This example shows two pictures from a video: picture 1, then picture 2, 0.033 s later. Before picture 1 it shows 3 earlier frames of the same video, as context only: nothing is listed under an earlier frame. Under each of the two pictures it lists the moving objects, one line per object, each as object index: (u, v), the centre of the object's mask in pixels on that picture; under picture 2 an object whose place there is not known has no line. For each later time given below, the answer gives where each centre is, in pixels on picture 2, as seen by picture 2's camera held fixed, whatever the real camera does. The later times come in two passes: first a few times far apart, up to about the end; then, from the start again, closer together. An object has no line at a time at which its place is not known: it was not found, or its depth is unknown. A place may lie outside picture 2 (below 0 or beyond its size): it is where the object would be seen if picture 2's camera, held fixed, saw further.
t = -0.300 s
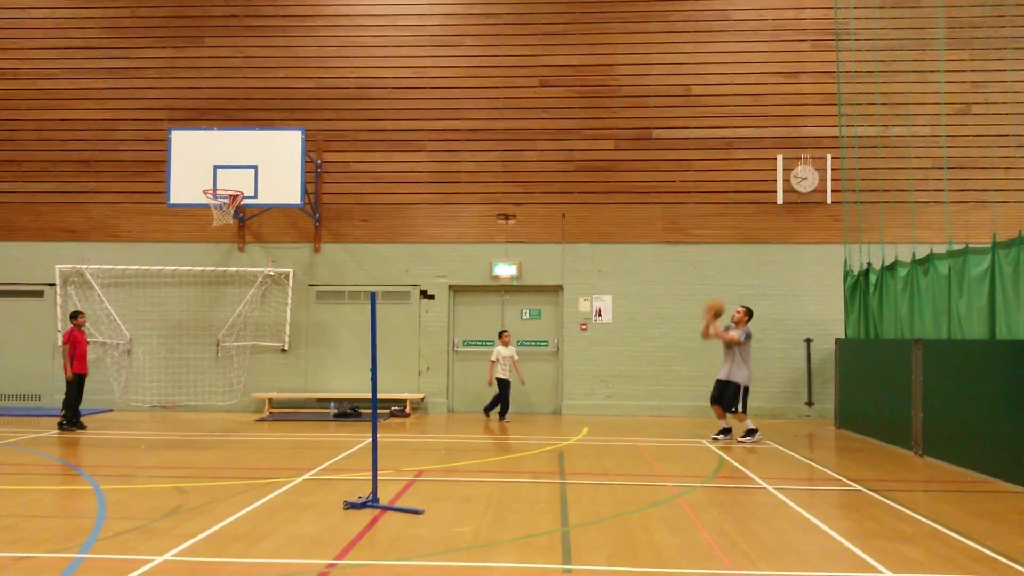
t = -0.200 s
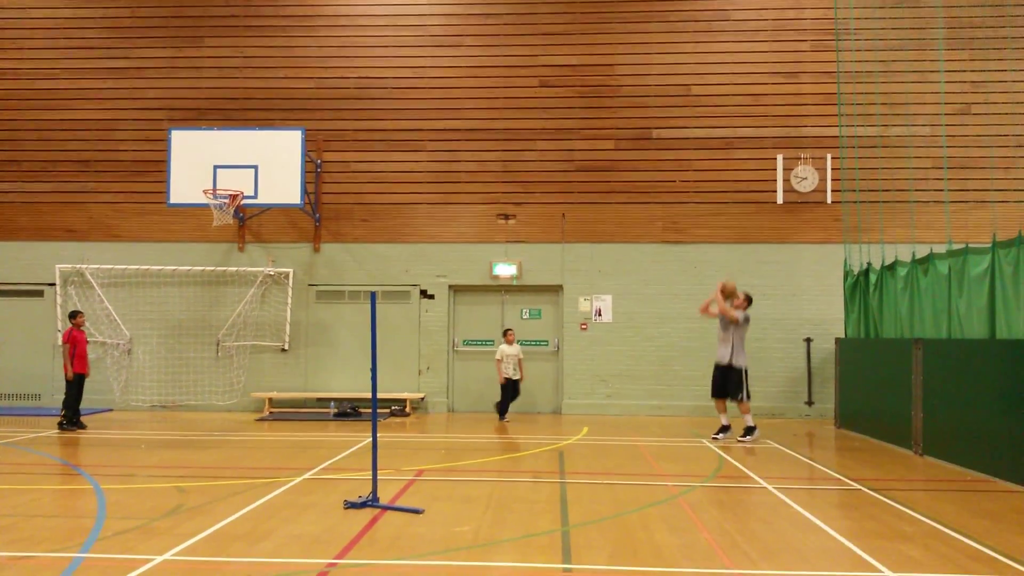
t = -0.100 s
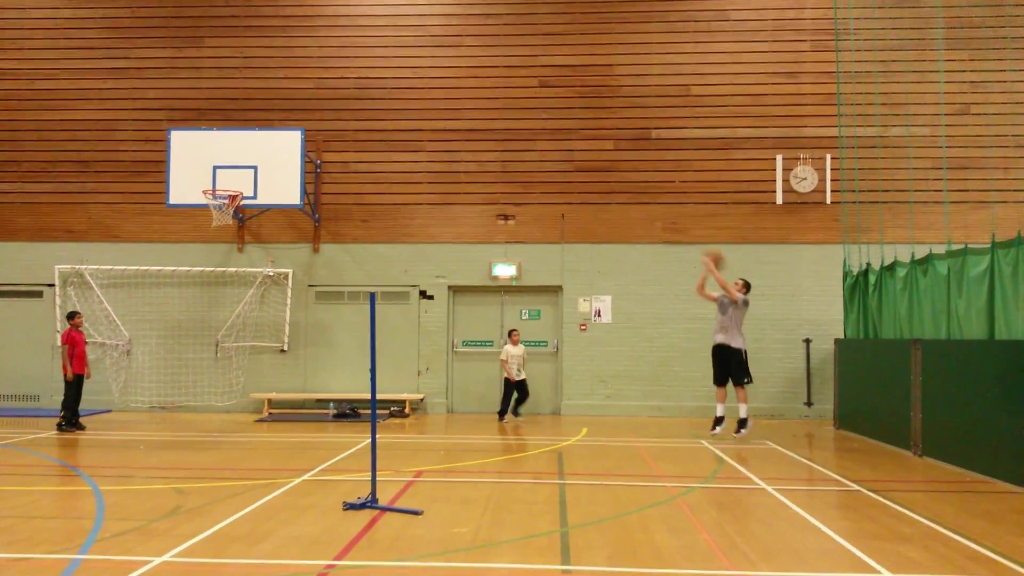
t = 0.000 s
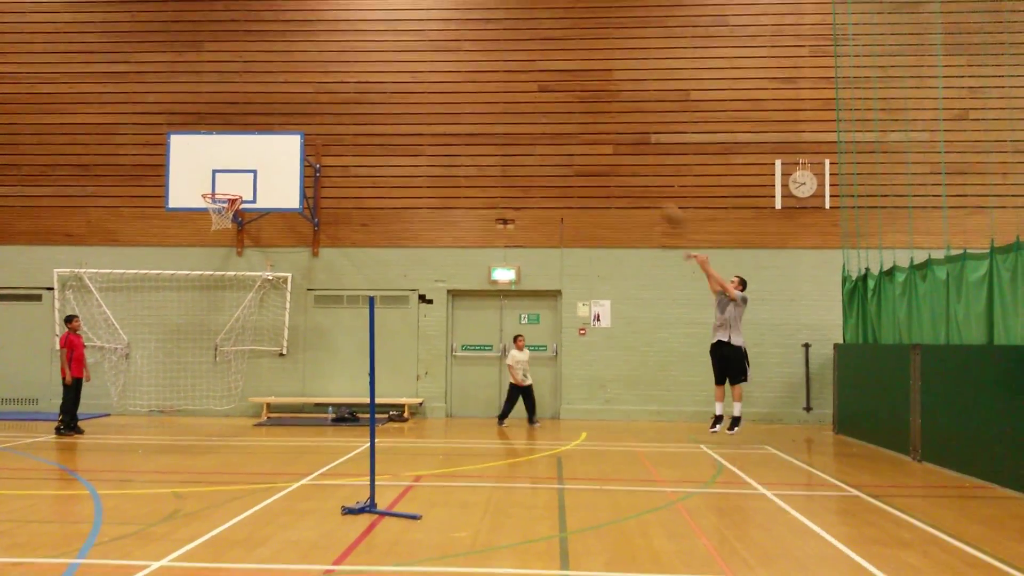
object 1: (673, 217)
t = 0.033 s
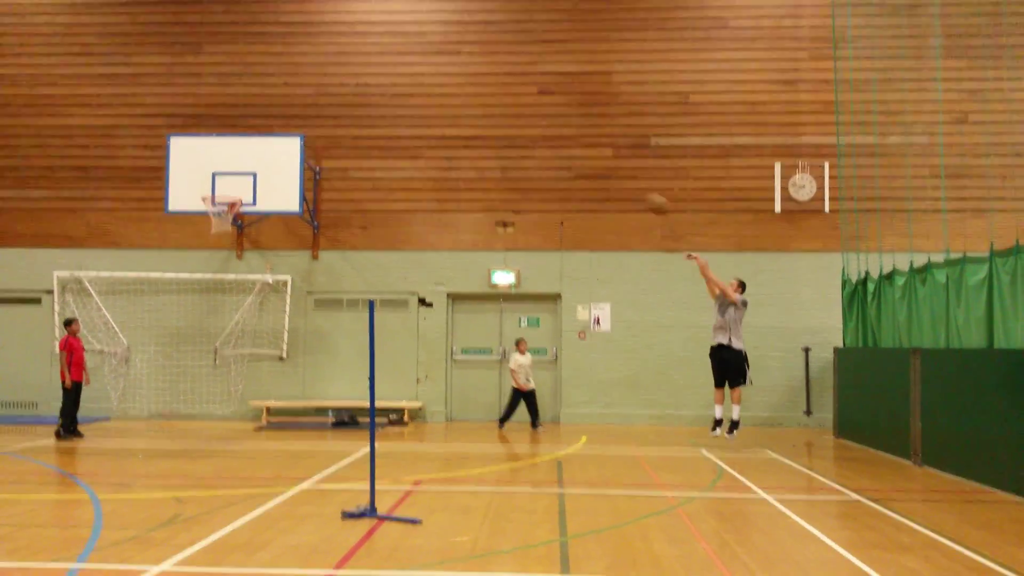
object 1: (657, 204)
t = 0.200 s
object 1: (584, 147)
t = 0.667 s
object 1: (385, 99)
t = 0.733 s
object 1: (358, 106)
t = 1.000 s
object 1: (247, 164)
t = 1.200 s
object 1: (230, 212)
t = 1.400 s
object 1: (223, 242)
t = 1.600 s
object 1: (215, 305)
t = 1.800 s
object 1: (205, 407)
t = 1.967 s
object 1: (200, 394)
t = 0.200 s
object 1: (584, 147)
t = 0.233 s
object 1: (567, 136)
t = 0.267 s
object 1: (553, 128)
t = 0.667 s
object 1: (385, 99)
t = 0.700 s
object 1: (372, 101)
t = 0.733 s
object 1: (358, 106)
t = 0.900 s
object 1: (289, 134)
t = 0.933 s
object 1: (275, 145)
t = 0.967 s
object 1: (262, 154)
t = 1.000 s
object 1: (247, 164)
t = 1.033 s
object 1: (233, 175)
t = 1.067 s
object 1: (219, 188)
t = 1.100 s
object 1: (212, 198)
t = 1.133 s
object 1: (224, 204)
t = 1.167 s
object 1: (228, 206)
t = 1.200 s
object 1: (230, 212)
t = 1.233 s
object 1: (229, 217)
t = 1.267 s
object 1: (228, 220)
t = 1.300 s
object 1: (227, 223)
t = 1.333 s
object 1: (226, 230)
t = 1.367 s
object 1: (225, 235)
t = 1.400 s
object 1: (223, 242)
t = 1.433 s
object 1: (222, 250)
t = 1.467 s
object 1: (221, 259)
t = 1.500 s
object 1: (219, 269)
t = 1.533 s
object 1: (218, 282)
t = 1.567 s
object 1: (216, 292)
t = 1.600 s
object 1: (215, 305)
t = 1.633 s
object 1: (213, 319)
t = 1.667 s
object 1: (211, 335)
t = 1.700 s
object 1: (210, 351)
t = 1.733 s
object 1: (209, 368)
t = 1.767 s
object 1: (207, 388)
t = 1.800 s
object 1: (205, 407)
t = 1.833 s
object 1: (203, 430)
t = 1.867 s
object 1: (202, 442)
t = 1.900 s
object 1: (201, 426)
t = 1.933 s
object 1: (200, 409)
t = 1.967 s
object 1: (200, 394)
